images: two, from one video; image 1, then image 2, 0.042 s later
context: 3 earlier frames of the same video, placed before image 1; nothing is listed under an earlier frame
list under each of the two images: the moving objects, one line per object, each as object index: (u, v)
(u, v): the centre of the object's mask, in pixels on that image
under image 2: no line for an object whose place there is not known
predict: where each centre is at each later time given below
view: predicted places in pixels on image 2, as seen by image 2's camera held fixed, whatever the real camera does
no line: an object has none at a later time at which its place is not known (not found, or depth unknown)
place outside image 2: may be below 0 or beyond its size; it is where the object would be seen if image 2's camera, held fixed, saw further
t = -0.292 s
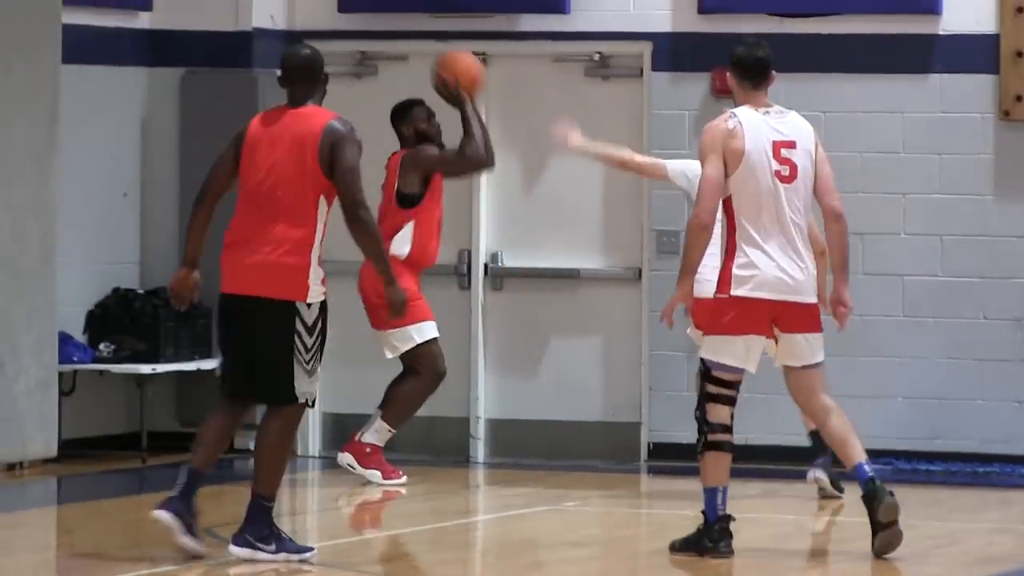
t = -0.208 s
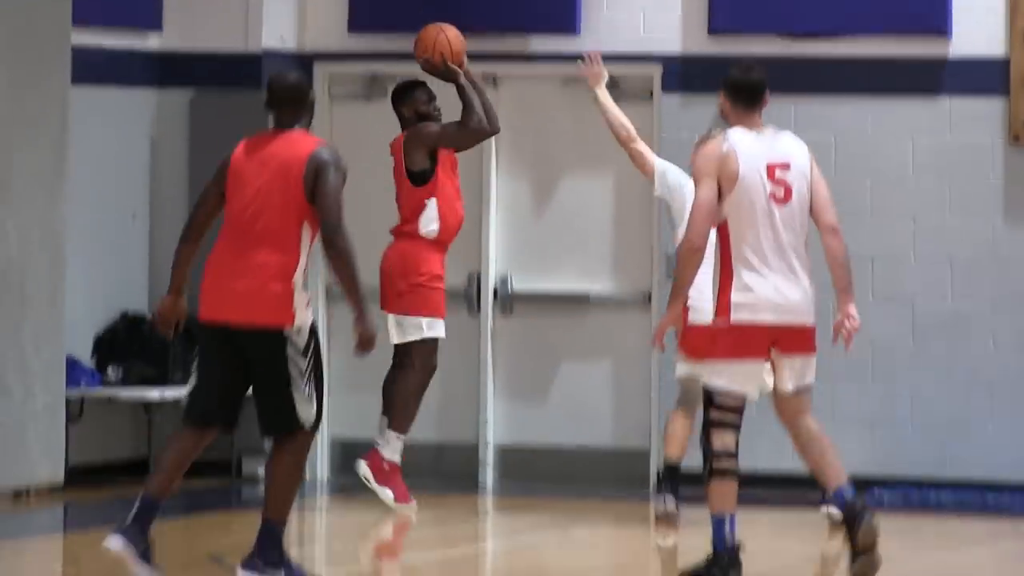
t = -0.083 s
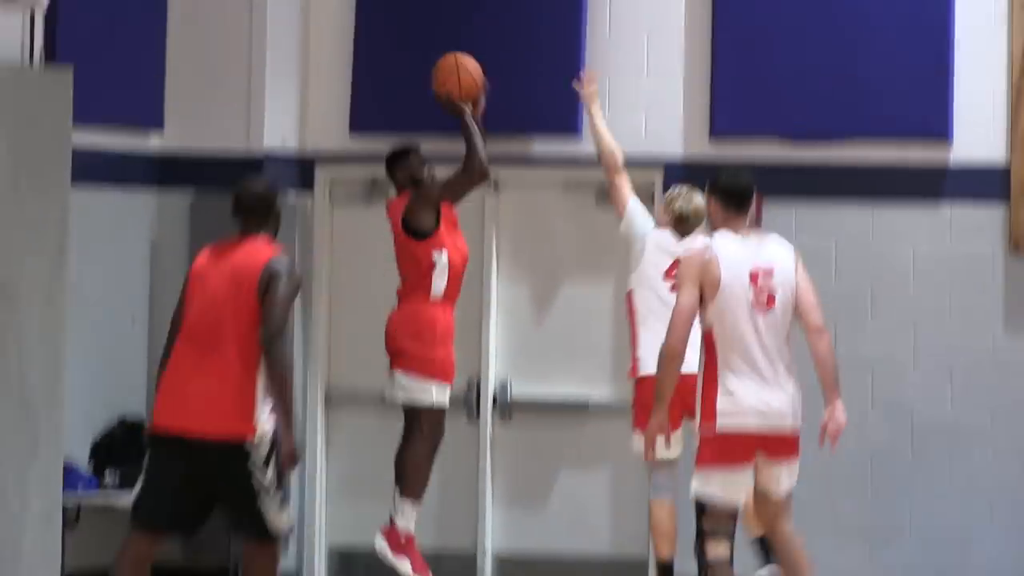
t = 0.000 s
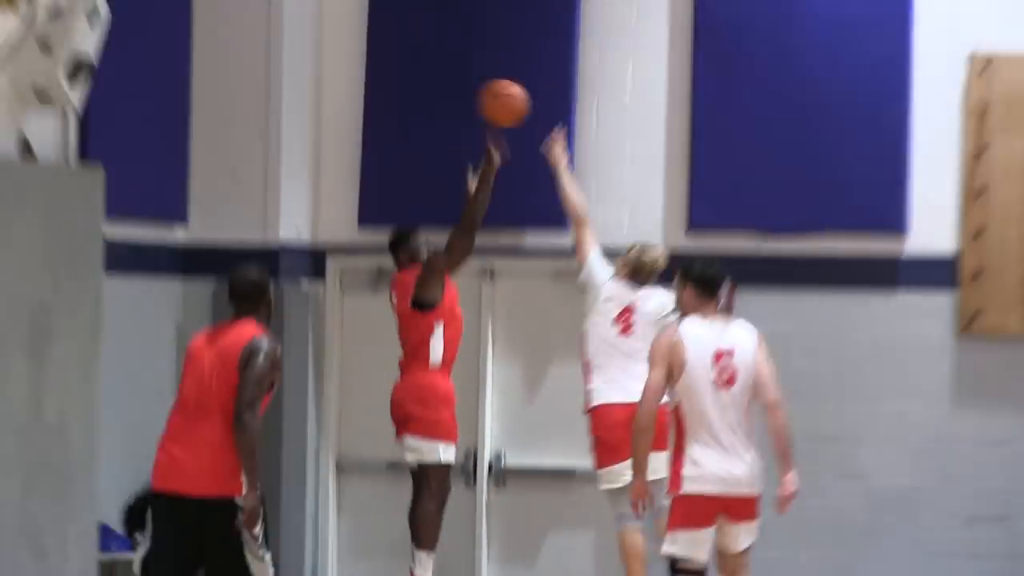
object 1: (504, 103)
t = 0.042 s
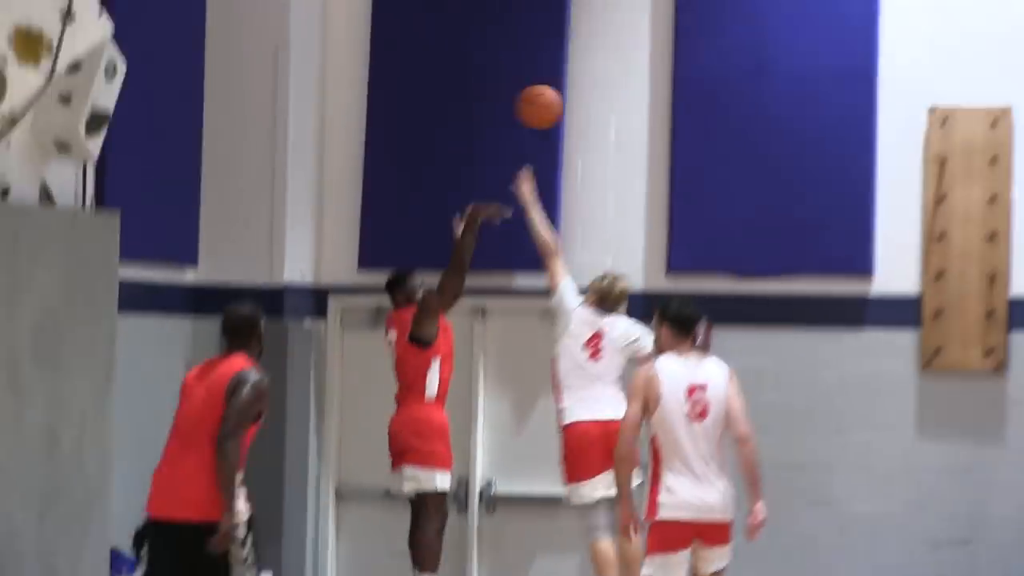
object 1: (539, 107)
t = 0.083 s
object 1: (573, 79)
